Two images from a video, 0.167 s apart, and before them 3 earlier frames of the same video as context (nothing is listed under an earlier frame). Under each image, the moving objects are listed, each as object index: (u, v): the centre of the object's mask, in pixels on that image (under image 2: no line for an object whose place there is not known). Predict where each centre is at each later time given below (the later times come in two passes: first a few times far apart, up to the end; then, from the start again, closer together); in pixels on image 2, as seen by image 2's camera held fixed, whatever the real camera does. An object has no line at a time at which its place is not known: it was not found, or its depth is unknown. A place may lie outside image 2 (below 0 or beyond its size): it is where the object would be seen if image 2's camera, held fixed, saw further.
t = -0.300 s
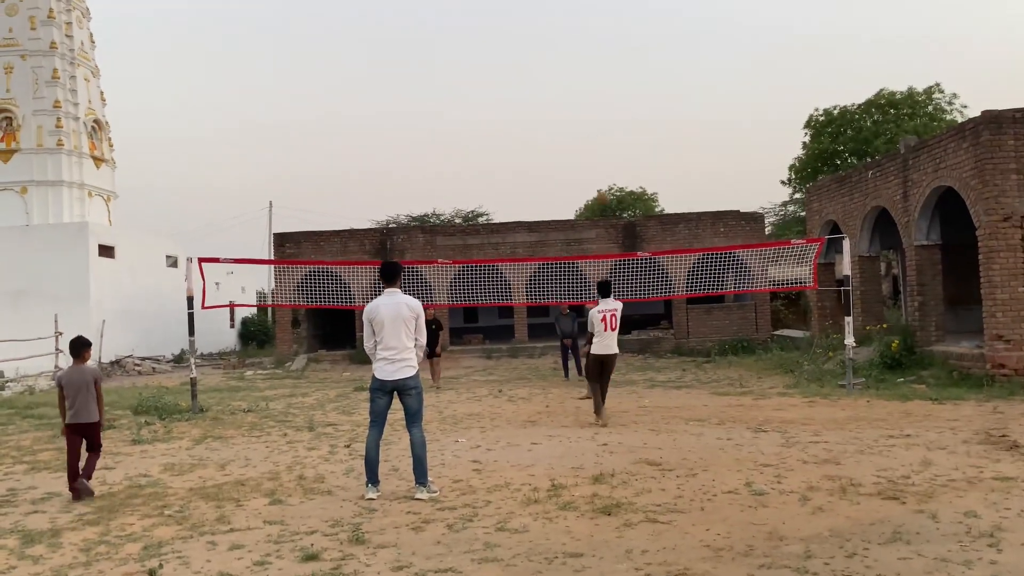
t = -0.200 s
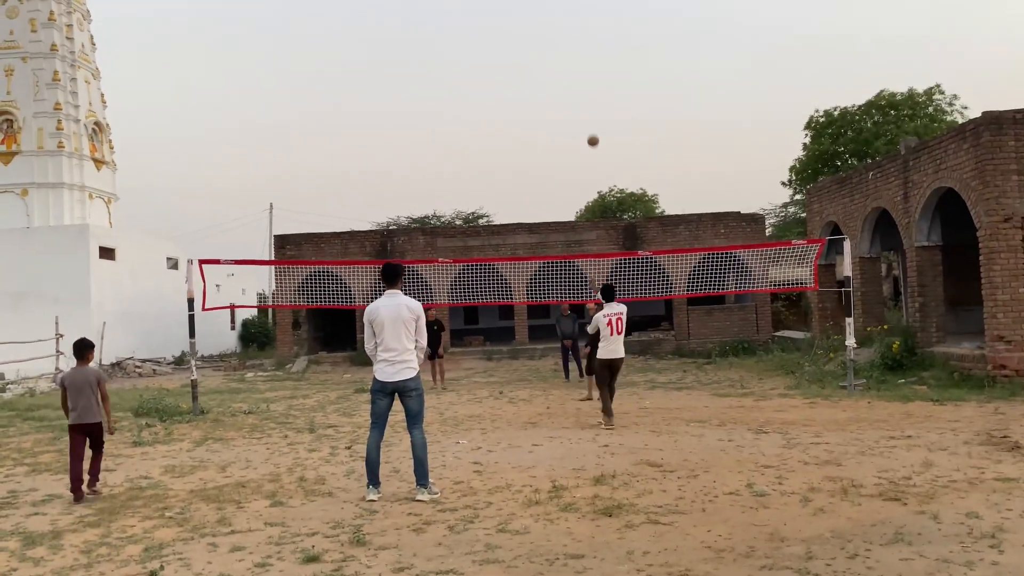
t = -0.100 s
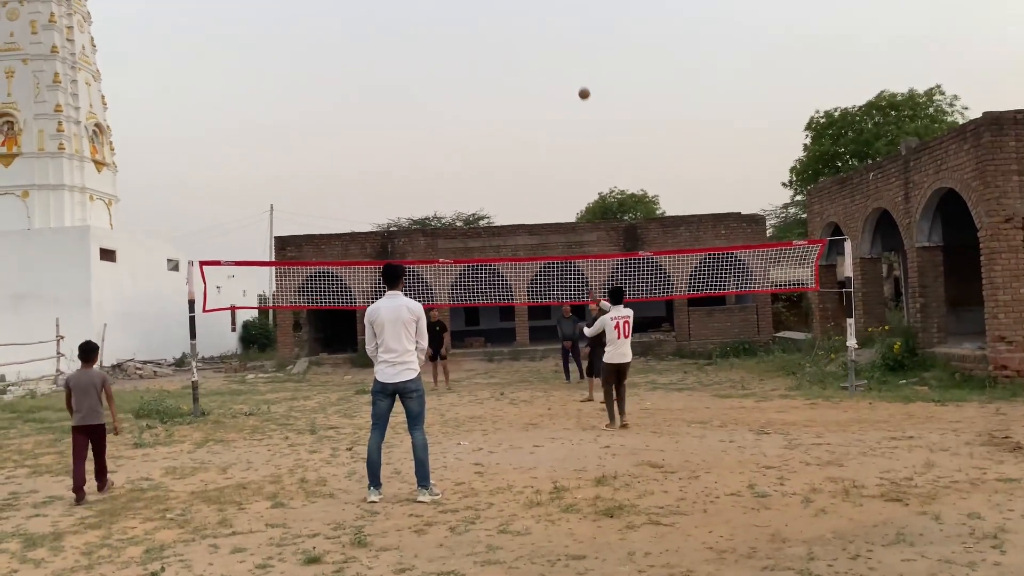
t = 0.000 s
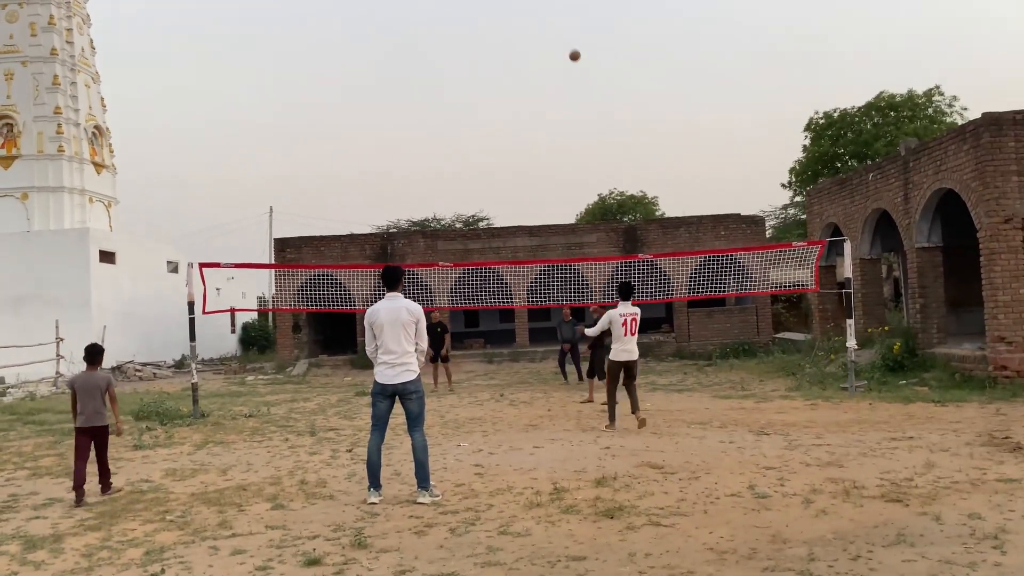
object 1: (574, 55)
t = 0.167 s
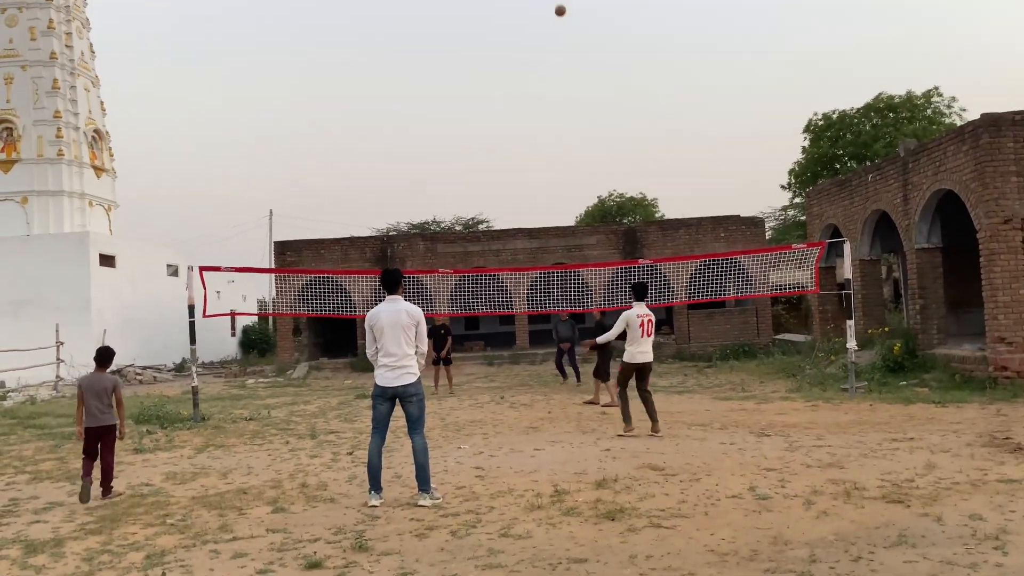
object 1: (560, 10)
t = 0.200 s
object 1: (558, 4)
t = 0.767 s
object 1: (526, 3)
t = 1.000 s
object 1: (518, 59)
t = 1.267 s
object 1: (512, 155)
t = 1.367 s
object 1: (510, 199)
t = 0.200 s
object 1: (558, 4)
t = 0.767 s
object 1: (526, 3)
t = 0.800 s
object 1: (525, 9)
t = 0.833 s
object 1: (523, 16)
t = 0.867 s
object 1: (522, 23)
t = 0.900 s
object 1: (521, 31)
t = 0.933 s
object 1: (520, 40)
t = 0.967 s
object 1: (519, 49)
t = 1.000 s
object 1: (518, 59)
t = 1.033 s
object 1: (517, 69)
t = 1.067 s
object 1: (516, 79)
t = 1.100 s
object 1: (515, 91)
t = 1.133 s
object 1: (515, 103)
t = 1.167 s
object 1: (514, 115)
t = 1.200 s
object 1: (513, 128)
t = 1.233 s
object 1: (513, 141)
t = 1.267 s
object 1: (512, 155)
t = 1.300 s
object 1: (511, 169)
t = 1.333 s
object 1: (511, 184)
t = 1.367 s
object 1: (510, 199)
